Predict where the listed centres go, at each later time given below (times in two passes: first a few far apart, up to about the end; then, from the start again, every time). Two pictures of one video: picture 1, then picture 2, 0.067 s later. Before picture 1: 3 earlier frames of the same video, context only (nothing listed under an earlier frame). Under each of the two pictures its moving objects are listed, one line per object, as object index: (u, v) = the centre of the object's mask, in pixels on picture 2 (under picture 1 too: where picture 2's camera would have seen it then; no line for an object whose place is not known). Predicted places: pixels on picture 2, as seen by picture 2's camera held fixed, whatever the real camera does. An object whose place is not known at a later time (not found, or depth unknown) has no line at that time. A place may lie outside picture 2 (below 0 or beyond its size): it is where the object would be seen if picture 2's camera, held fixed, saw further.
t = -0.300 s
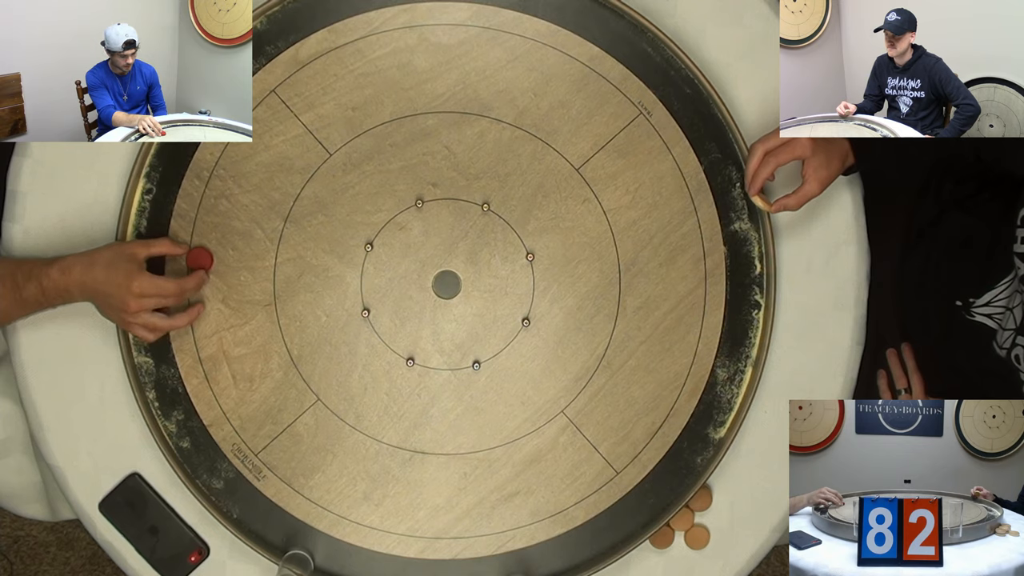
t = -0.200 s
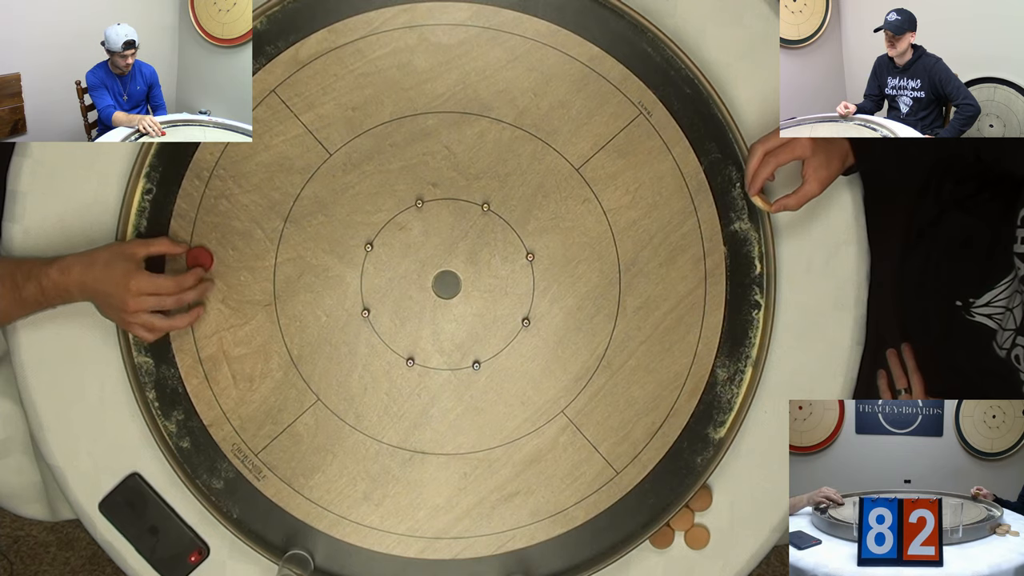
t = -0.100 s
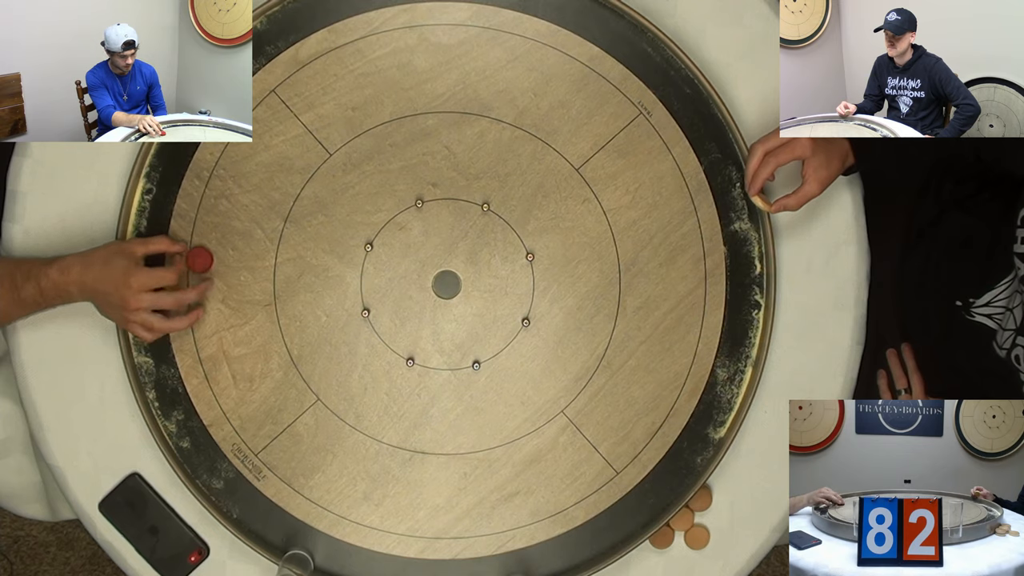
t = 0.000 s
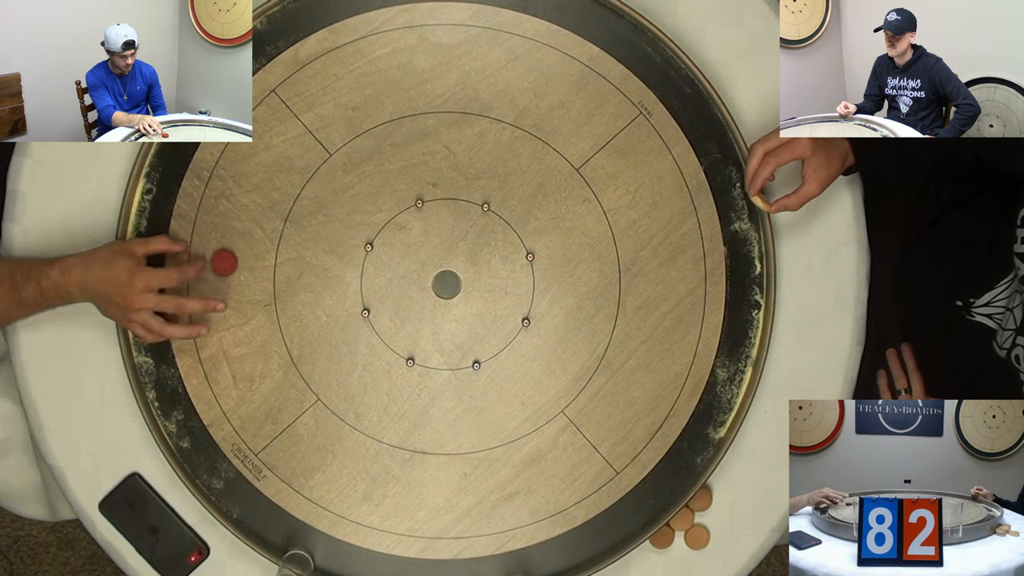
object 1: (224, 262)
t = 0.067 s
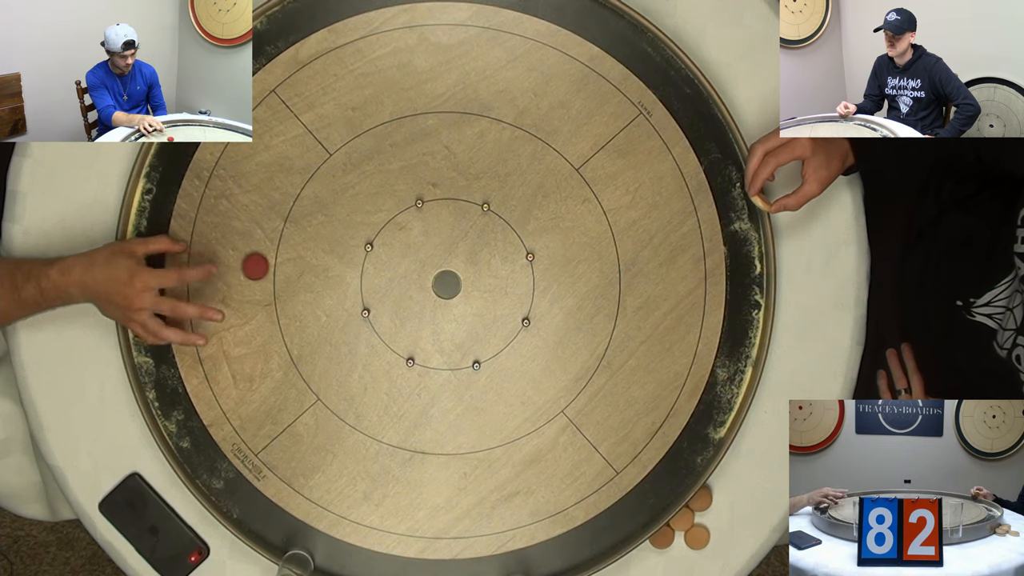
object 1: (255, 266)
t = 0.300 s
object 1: (340, 276)
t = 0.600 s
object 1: (368, 278)
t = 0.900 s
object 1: (368, 278)
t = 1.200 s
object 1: (369, 278)
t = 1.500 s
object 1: (369, 278)
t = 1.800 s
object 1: (369, 278)
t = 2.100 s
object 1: (368, 278)
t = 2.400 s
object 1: (369, 278)
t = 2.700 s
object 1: (369, 278)
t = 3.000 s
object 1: (369, 278)
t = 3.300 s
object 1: (369, 278)
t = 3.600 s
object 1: (369, 278)
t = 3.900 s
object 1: (369, 278)
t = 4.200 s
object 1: (369, 278)
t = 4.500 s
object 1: (369, 278)
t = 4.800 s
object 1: (369, 278)
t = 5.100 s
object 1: (369, 278)
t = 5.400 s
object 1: (369, 278)
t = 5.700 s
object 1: (369, 278)
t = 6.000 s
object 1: (369, 278)
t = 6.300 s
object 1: (369, 278)
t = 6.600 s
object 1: (369, 278)
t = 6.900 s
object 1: (369, 278)
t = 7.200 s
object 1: (369, 278)
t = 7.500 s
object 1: (369, 278)
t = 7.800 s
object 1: (369, 278)
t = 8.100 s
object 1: (369, 278)
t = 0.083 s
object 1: (262, 267)
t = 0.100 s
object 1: (270, 268)
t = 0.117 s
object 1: (277, 269)
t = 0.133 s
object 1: (284, 270)
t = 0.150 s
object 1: (291, 271)
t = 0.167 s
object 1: (297, 271)
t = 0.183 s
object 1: (304, 272)
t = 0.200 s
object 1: (310, 273)
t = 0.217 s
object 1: (316, 274)
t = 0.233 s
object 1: (321, 274)
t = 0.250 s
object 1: (326, 275)
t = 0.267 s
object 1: (331, 275)
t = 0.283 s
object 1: (336, 275)
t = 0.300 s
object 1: (340, 276)
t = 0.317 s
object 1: (344, 276)
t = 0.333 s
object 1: (348, 277)
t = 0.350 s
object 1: (351, 277)
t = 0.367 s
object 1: (354, 277)
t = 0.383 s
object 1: (357, 278)
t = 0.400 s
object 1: (359, 278)
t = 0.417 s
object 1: (362, 278)
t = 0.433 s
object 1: (363, 278)
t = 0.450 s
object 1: (365, 278)
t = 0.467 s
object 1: (366, 278)
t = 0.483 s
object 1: (367, 278)
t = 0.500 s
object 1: (368, 278)
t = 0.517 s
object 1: (368, 279)
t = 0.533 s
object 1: (368, 278)
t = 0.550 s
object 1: (368, 278)
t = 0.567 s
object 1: (368, 278)
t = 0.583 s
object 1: (368, 278)
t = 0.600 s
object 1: (368, 278)
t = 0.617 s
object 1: (368, 278)
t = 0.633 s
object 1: (368, 279)
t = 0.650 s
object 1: (368, 278)
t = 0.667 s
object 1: (368, 278)
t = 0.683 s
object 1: (368, 278)
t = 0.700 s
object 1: (368, 278)
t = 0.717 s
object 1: (368, 278)
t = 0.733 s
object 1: (368, 279)
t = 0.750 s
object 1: (368, 279)
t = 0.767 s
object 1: (368, 279)
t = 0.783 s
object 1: (368, 278)
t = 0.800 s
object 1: (368, 278)
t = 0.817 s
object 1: (368, 278)
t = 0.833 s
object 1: (369, 279)
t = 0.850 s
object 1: (369, 279)
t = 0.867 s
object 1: (369, 278)
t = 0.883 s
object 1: (368, 278)
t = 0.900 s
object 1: (368, 278)
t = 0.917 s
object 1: (368, 278)
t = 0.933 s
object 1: (368, 278)
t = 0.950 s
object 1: (369, 278)
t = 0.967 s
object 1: (369, 278)
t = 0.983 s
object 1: (369, 278)
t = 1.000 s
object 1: (369, 278)
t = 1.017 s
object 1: (369, 279)
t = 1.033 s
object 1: (369, 278)
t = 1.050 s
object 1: (369, 278)
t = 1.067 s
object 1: (369, 278)
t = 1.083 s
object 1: (369, 278)
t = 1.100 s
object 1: (369, 278)
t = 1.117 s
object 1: (369, 278)
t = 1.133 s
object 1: (369, 278)
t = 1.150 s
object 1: (369, 278)
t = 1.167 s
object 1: (369, 278)
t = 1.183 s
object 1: (369, 278)
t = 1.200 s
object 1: (369, 278)
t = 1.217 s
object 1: (369, 278)
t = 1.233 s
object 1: (369, 278)
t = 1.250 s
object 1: (369, 278)
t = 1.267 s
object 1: (369, 278)
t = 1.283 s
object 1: (369, 278)
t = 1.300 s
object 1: (369, 278)
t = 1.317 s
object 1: (369, 278)
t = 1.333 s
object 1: (369, 278)
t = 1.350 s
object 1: (369, 278)
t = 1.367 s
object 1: (369, 278)
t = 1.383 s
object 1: (369, 278)
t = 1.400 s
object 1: (369, 278)
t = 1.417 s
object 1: (369, 278)
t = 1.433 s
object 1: (369, 278)
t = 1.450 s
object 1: (369, 278)
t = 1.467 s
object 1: (369, 278)
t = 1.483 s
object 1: (369, 278)
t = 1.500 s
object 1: (369, 278)
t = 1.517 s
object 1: (369, 278)
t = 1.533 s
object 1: (369, 278)
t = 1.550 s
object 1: (369, 278)
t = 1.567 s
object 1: (369, 278)
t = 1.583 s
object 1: (369, 278)
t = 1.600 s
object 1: (369, 278)
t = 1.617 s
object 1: (368, 278)
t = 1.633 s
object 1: (369, 278)
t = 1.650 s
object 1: (369, 278)
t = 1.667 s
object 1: (369, 278)
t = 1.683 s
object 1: (369, 278)
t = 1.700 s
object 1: (368, 278)
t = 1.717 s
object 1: (368, 279)
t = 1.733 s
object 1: (369, 278)
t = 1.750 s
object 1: (369, 278)
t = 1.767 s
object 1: (369, 278)
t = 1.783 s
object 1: (369, 278)
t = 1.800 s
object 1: (369, 278)
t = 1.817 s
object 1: (369, 278)
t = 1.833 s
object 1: (368, 278)
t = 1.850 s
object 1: (369, 278)
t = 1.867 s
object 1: (369, 278)
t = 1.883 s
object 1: (369, 278)
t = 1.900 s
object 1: (369, 278)
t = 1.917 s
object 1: (369, 278)
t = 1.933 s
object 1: (369, 278)
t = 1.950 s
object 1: (369, 278)
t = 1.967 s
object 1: (369, 278)
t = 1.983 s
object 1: (369, 278)
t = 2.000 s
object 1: (369, 278)
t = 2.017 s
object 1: (369, 278)
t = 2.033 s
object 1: (368, 278)
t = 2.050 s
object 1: (369, 278)
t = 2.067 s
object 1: (368, 278)
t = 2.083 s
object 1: (369, 278)
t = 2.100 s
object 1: (368, 278)
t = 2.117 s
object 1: (369, 278)
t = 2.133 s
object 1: (369, 278)
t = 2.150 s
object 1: (369, 278)
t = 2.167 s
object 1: (368, 278)
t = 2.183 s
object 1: (369, 278)
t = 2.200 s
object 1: (369, 278)
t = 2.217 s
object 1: (369, 278)
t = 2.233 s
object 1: (369, 278)
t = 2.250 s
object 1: (369, 278)
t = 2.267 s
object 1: (369, 278)
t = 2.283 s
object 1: (369, 278)
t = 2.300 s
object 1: (369, 278)
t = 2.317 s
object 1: (369, 278)
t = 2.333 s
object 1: (369, 278)
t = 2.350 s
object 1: (369, 278)
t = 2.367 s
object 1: (369, 278)
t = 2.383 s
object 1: (369, 278)
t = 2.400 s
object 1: (369, 278)
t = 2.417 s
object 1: (369, 278)
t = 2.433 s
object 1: (369, 278)
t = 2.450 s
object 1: (369, 278)
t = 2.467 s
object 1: (369, 278)
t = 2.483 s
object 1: (369, 278)
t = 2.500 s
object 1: (369, 278)
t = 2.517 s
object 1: (369, 278)
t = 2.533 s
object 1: (369, 278)
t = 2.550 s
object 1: (369, 278)
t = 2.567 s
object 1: (369, 278)
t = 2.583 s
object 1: (369, 278)
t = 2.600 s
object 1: (369, 278)
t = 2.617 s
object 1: (369, 278)
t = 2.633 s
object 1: (369, 278)
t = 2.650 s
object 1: (369, 278)
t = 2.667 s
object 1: (369, 278)
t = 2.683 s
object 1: (369, 278)
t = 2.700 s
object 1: (369, 278)
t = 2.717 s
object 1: (369, 278)
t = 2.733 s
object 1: (369, 278)
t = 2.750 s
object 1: (369, 278)
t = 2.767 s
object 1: (369, 278)
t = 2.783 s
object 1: (369, 278)
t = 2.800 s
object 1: (369, 278)
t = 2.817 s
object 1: (369, 278)
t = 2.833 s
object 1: (369, 278)
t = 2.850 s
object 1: (369, 278)
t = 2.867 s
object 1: (369, 278)
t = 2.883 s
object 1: (369, 278)
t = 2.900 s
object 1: (369, 278)
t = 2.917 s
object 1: (369, 278)
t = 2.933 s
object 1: (369, 278)
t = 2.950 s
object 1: (369, 278)
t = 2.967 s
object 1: (369, 278)
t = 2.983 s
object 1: (369, 278)
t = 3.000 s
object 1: (369, 278)
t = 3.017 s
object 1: (369, 278)
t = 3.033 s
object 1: (369, 278)
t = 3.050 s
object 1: (369, 278)
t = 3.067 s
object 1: (369, 278)
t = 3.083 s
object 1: (369, 278)
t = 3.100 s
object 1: (369, 278)
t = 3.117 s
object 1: (369, 278)
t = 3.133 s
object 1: (369, 278)
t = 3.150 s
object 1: (369, 278)
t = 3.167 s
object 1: (369, 278)
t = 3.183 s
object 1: (369, 278)
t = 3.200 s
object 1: (369, 278)
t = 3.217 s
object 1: (369, 278)
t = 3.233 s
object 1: (369, 278)
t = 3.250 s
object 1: (369, 278)
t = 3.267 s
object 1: (369, 278)
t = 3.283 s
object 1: (369, 278)
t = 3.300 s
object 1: (369, 278)
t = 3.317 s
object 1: (369, 278)
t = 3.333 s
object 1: (369, 278)
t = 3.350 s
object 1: (369, 278)
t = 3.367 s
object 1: (369, 278)
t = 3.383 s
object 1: (369, 278)
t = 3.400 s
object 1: (369, 278)
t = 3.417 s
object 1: (369, 278)
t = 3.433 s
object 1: (369, 278)
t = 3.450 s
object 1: (369, 278)
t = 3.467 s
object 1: (369, 278)
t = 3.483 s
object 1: (369, 278)
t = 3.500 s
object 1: (369, 278)
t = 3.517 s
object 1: (369, 278)
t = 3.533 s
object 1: (369, 278)
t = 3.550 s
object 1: (369, 278)
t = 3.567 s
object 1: (369, 278)
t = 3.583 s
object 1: (369, 278)
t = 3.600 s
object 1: (369, 278)
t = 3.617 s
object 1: (369, 278)
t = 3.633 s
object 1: (369, 278)
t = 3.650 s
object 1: (369, 278)
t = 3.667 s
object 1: (369, 278)
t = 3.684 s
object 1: (369, 278)
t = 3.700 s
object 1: (369, 278)
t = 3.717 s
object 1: (369, 278)
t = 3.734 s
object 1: (369, 278)
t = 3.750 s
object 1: (369, 278)
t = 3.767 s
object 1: (369, 278)
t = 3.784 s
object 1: (369, 278)
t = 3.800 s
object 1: (369, 278)
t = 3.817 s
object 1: (369, 278)
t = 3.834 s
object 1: (369, 278)
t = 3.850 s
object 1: (369, 278)
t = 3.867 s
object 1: (369, 278)
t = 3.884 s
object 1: (369, 278)
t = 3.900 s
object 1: (369, 278)
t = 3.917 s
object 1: (369, 278)
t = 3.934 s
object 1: (369, 278)
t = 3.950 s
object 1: (369, 278)
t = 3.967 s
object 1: (369, 278)
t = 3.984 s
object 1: (369, 278)
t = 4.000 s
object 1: (369, 278)
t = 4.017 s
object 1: (369, 278)
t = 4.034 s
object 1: (369, 278)
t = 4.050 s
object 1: (369, 278)
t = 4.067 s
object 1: (369, 278)
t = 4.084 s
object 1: (369, 278)
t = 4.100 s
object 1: (369, 278)
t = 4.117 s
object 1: (369, 278)
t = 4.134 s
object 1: (369, 278)
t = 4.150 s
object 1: (369, 278)
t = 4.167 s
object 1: (369, 278)
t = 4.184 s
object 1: (369, 278)
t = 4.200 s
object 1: (369, 278)
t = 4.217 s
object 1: (369, 278)
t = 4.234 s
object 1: (369, 278)
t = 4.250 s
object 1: (369, 278)
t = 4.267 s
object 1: (369, 278)
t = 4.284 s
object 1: (369, 278)
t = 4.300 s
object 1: (369, 278)
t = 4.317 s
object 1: (369, 278)
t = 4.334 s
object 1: (369, 278)
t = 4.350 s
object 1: (369, 278)
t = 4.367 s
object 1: (369, 278)
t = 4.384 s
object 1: (369, 278)
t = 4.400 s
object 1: (369, 278)
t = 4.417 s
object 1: (369, 278)
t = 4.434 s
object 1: (369, 278)
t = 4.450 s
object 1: (369, 278)
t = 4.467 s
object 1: (369, 278)
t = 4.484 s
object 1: (369, 278)
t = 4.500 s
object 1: (369, 278)
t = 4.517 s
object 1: (369, 278)
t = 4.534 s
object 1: (369, 278)
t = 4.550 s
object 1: (369, 278)
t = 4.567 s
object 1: (369, 278)
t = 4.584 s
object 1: (369, 278)
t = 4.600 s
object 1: (369, 278)
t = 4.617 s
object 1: (369, 278)
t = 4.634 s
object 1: (369, 278)
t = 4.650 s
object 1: (369, 278)
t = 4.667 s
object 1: (369, 278)
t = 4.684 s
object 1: (369, 278)
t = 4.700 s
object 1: (369, 278)
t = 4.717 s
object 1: (369, 278)
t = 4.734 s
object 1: (369, 278)
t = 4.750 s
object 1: (369, 278)
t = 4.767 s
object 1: (369, 278)
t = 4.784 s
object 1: (369, 278)
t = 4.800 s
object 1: (369, 278)
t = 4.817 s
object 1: (369, 278)
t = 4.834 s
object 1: (369, 278)
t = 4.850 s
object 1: (369, 278)
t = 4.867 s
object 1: (369, 278)
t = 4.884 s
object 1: (369, 278)
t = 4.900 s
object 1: (369, 278)
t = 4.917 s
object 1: (369, 278)
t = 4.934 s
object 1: (369, 278)
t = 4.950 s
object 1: (369, 278)
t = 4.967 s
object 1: (369, 278)
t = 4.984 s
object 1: (369, 278)
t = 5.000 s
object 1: (369, 278)
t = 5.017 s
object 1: (369, 278)
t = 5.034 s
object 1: (369, 278)
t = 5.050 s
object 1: (369, 278)
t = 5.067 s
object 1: (369, 278)
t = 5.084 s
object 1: (369, 278)
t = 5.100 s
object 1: (369, 278)
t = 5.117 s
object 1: (369, 278)
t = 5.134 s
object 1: (369, 278)
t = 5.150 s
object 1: (369, 278)
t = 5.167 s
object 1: (369, 278)
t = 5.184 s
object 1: (369, 278)
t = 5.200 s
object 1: (369, 278)
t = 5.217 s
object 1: (369, 278)
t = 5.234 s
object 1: (369, 278)
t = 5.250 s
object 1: (369, 278)
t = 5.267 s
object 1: (369, 278)
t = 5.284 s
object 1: (369, 278)
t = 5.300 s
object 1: (369, 278)
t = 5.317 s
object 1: (369, 278)
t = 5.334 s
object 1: (369, 278)
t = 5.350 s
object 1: (369, 278)
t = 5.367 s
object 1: (369, 278)
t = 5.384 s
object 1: (369, 278)
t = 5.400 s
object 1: (369, 278)
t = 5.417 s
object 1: (369, 278)
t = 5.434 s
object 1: (369, 278)
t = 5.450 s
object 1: (369, 278)
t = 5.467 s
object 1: (369, 278)
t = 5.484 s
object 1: (369, 278)
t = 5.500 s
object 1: (369, 278)
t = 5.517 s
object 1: (369, 278)
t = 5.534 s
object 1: (369, 278)
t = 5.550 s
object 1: (369, 278)
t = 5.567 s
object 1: (369, 278)
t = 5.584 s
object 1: (369, 278)
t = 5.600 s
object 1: (369, 278)
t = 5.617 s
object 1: (369, 278)
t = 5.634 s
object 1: (369, 278)
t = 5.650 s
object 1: (369, 278)
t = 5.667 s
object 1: (369, 278)
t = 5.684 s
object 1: (369, 278)
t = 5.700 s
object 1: (369, 278)
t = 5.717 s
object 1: (369, 278)
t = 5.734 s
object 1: (369, 278)
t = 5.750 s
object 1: (369, 278)
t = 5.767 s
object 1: (369, 278)
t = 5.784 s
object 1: (369, 278)
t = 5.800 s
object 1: (369, 278)
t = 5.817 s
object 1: (369, 278)
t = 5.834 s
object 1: (369, 278)
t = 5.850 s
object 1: (369, 278)
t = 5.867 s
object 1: (369, 278)
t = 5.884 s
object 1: (369, 278)
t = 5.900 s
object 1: (369, 278)
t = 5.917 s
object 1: (369, 278)
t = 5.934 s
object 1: (369, 278)
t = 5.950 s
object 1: (369, 278)
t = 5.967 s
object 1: (369, 278)
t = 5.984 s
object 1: (369, 278)
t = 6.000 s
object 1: (369, 278)
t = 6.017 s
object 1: (369, 278)
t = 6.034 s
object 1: (369, 278)
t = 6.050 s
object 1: (369, 278)
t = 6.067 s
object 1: (369, 278)
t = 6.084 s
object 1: (369, 278)
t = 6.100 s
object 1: (369, 278)
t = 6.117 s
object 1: (369, 278)
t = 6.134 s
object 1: (369, 278)
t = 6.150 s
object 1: (369, 278)
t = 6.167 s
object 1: (369, 278)
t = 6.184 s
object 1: (369, 278)
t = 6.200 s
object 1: (369, 278)
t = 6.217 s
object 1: (369, 278)
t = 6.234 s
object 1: (369, 278)
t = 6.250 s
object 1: (369, 278)
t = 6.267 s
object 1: (369, 278)
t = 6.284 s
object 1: (369, 278)
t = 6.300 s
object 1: (369, 278)
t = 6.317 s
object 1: (369, 278)
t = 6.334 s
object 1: (369, 278)
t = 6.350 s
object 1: (369, 278)
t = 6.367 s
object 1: (369, 278)
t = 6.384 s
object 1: (369, 278)
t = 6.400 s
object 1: (369, 278)
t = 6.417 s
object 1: (369, 278)
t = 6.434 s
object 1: (369, 278)
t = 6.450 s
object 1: (369, 278)
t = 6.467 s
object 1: (369, 278)
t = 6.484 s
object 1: (369, 278)
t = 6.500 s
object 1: (369, 278)
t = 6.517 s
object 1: (369, 278)
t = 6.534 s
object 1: (369, 278)
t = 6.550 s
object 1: (369, 278)
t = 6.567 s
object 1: (369, 278)
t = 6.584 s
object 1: (369, 278)
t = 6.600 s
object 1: (369, 278)
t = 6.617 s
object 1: (369, 278)
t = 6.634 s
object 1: (369, 278)
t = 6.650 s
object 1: (369, 278)
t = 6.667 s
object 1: (369, 278)
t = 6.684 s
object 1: (369, 278)
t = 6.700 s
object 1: (369, 278)
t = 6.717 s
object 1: (369, 278)
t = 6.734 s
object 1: (369, 278)
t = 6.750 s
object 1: (369, 278)
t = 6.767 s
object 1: (369, 278)
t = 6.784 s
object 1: (369, 278)
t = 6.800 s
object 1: (369, 278)
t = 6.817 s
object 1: (369, 278)
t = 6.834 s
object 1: (369, 278)
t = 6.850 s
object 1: (369, 278)
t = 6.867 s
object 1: (369, 278)
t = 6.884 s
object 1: (369, 278)
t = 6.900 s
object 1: (369, 278)
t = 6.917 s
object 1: (369, 278)
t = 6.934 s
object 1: (369, 278)
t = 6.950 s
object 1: (369, 278)
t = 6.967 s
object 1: (369, 278)
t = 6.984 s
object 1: (369, 278)
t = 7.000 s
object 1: (369, 278)
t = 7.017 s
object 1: (369, 278)
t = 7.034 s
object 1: (369, 278)
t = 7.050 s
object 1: (369, 278)
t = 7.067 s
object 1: (369, 278)
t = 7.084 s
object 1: (369, 278)
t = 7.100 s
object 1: (369, 278)
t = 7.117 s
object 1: (369, 278)
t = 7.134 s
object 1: (369, 278)
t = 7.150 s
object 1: (369, 278)
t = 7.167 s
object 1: (369, 278)
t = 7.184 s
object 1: (369, 278)
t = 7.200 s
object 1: (369, 278)
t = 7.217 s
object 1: (369, 278)
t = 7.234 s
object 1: (369, 278)
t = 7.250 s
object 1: (369, 278)
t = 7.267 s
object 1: (369, 278)
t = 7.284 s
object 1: (369, 278)
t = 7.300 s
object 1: (369, 278)
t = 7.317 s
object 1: (369, 278)
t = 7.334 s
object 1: (369, 278)
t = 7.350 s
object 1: (369, 278)
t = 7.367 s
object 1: (369, 278)
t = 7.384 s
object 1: (369, 278)
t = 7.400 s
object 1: (369, 278)
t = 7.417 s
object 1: (369, 278)
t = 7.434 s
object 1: (369, 278)
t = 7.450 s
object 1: (369, 278)
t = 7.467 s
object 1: (369, 278)
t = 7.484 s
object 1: (369, 278)
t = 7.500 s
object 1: (369, 278)
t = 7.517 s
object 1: (369, 278)
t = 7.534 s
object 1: (369, 278)
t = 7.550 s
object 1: (369, 278)
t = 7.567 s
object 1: (369, 278)
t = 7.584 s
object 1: (369, 278)
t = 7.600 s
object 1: (369, 278)
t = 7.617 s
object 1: (369, 278)
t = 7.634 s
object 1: (369, 278)
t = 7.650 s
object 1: (369, 278)
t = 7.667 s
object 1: (369, 278)
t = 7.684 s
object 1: (369, 278)
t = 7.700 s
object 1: (369, 278)
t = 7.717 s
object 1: (369, 278)
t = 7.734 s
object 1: (369, 278)
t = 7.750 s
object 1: (369, 278)
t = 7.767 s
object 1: (369, 278)
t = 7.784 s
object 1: (369, 278)
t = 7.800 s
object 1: (369, 278)
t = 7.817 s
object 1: (369, 278)
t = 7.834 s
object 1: (369, 278)
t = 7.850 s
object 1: (369, 278)
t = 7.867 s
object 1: (369, 278)
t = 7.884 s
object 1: (369, 278)
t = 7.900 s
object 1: (369, 278)
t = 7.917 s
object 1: (369, 278)
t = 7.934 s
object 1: (369, 278)
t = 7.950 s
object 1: (369, 278)
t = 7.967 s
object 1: (369, 278)
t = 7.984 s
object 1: (369, 278)
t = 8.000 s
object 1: (369, 278)
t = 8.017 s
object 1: (369, 278)
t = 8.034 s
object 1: (369, 278)
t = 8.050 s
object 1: (369, 278)
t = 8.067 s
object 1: (369, 278)
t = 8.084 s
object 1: (369, 278)
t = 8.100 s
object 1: (369, 278)
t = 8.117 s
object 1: (369, 278)
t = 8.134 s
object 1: (369, 278)
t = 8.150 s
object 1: (369, 278)
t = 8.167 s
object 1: (369, 278)
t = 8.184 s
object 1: (369, 278)
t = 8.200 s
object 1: (369, 278)
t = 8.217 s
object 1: (369, 278)
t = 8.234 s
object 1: (369, 278)
